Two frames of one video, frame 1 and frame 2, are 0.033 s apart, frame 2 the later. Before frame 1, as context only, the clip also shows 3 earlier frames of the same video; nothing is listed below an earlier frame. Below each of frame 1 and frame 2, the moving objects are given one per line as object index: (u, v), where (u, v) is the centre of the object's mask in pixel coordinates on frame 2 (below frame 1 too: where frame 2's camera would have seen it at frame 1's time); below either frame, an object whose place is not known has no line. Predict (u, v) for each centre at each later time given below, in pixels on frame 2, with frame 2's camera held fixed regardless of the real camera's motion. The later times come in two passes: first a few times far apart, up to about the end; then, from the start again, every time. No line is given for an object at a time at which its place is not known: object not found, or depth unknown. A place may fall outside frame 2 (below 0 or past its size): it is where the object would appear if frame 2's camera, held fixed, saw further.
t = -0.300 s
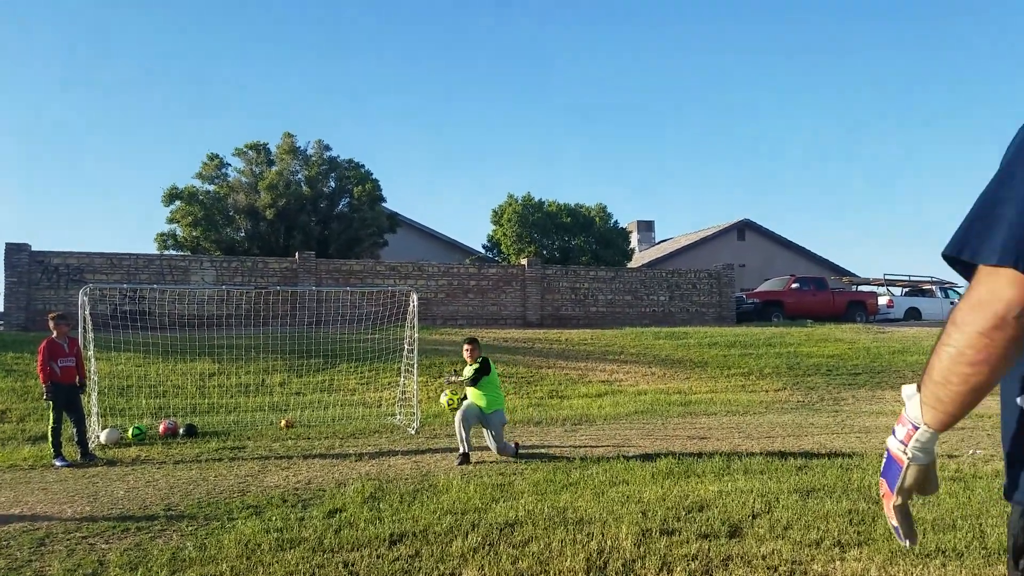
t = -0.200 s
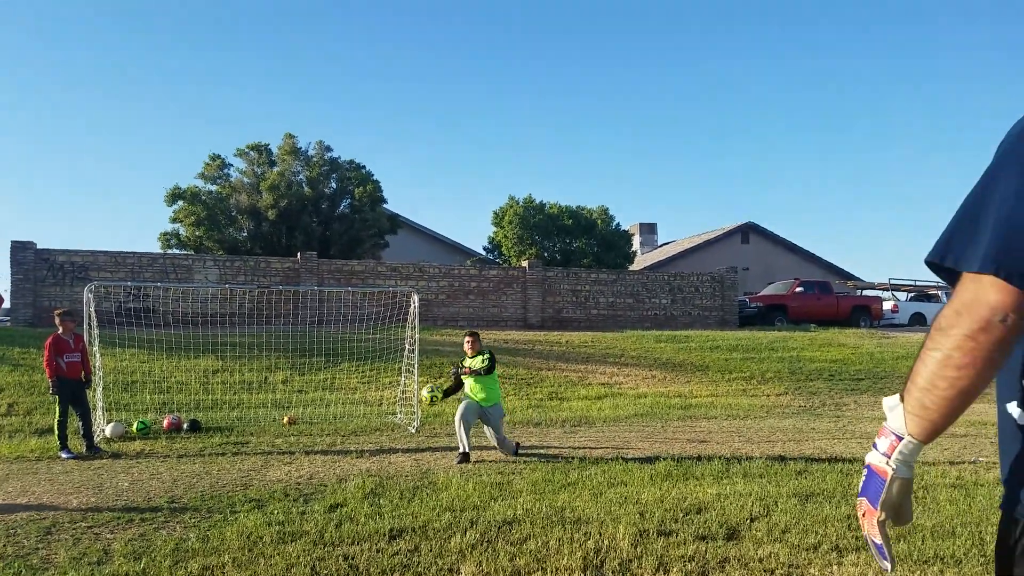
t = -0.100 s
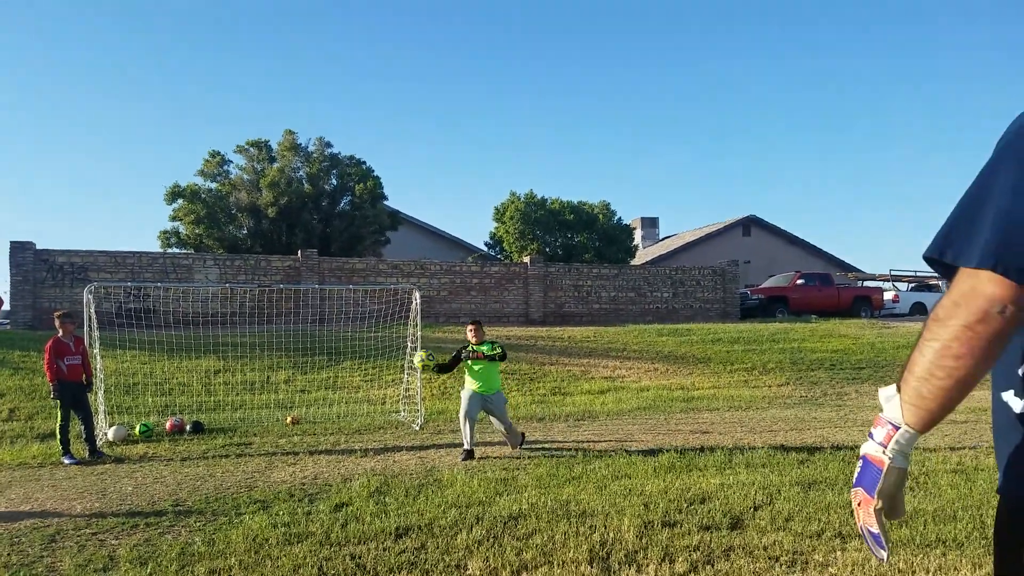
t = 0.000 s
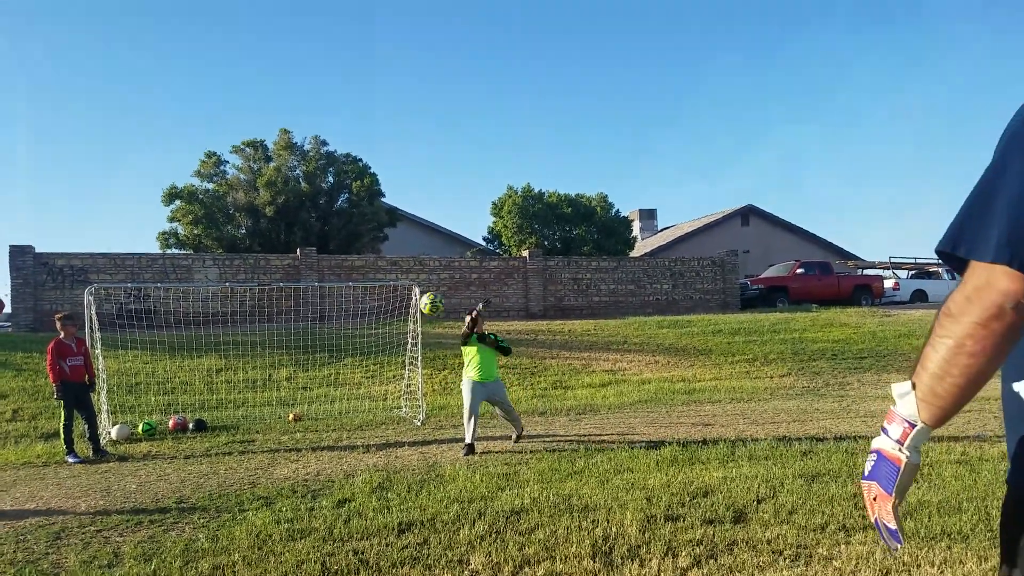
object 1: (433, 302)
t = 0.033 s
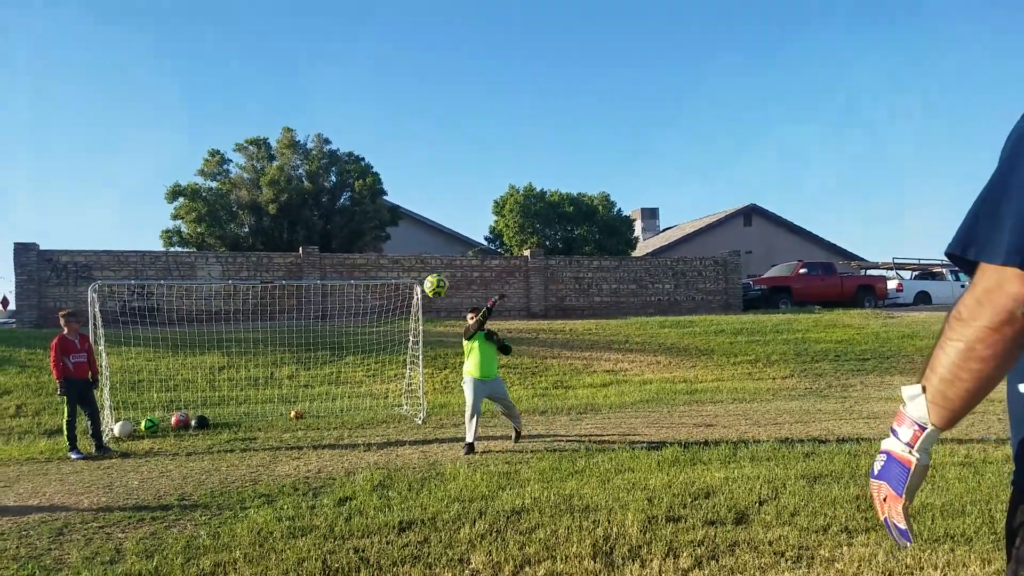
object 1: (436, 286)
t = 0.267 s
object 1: (463, 180)
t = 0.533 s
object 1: (517, 102)
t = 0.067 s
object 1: (438, 269)
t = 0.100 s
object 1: (442, 253)
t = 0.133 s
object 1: (445, 238)
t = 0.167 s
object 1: (450, 223)
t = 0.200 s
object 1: (455, 208)
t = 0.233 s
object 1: (459, 194)
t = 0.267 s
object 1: (463, 180)
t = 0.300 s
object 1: (468, 167)
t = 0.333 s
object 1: (473, 154)
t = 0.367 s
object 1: (479, 143)
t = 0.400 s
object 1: (485, 132)
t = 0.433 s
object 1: (492, 123)
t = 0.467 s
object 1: (499, 115)
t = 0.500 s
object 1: (507, 108)
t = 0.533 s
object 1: (517, 102)
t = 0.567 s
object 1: (526, 99)
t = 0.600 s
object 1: (537, 97)
